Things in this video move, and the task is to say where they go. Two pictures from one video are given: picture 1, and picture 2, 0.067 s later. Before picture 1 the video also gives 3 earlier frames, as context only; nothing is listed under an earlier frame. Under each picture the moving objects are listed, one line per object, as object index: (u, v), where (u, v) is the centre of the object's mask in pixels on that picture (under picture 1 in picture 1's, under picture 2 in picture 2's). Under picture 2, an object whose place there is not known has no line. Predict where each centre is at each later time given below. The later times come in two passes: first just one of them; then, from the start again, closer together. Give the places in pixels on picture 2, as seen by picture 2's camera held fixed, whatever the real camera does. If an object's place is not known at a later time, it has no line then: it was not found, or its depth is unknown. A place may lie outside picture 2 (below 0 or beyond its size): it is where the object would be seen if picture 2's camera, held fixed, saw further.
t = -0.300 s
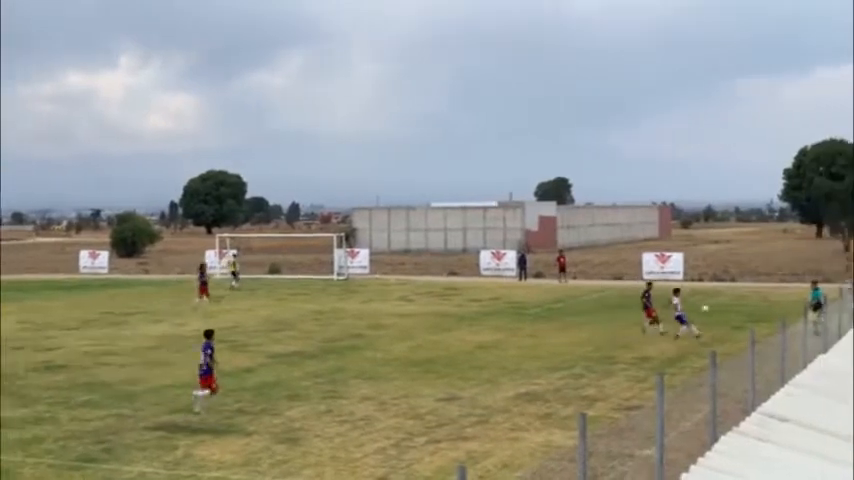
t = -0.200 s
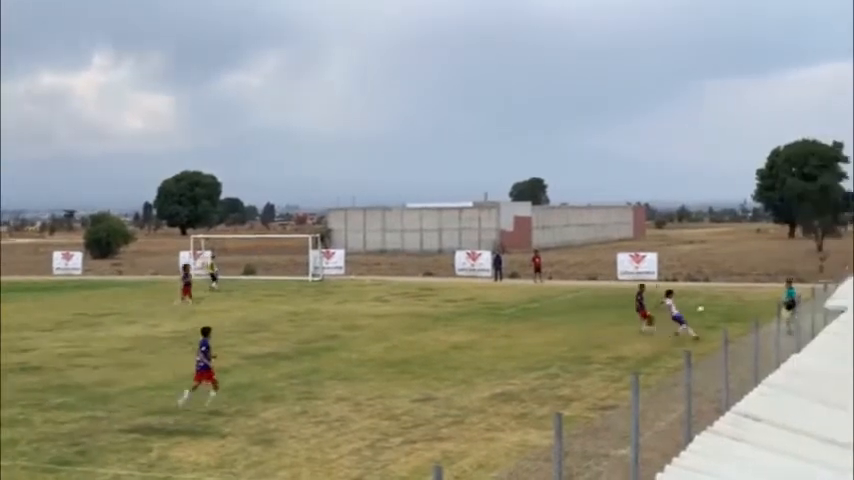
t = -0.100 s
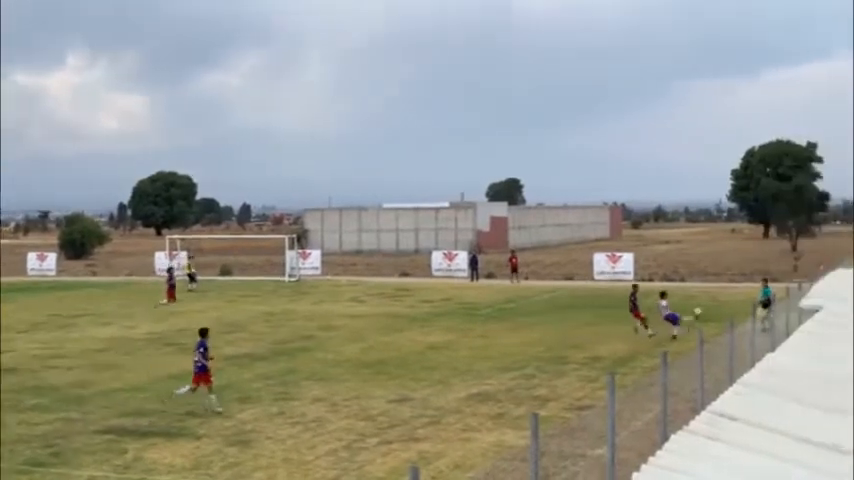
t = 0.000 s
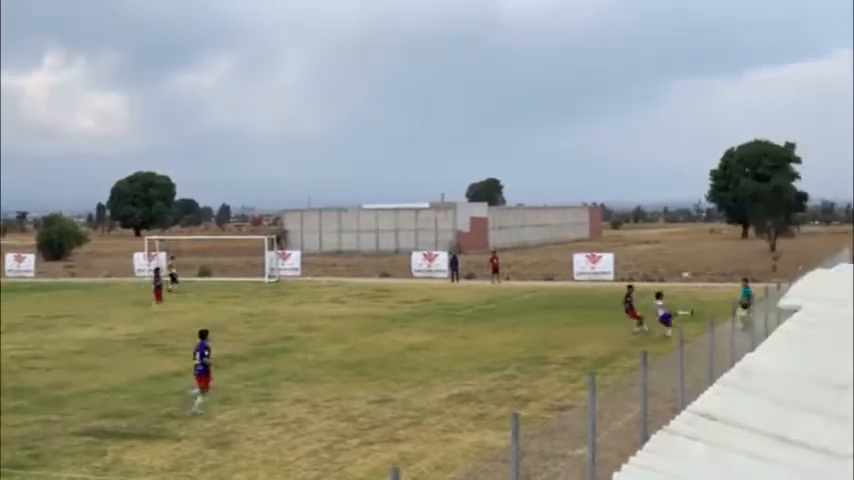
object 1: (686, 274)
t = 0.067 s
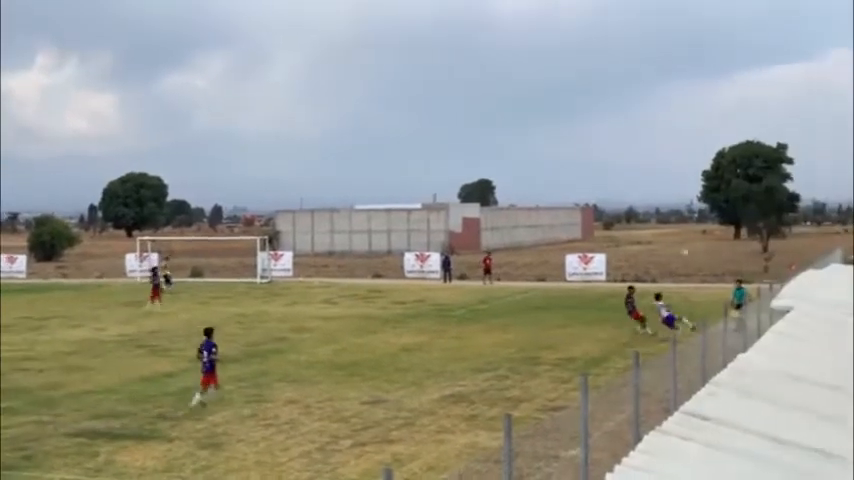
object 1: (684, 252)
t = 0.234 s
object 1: (700, 199)
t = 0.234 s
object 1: (700, 199)
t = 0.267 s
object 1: (702, 194)
